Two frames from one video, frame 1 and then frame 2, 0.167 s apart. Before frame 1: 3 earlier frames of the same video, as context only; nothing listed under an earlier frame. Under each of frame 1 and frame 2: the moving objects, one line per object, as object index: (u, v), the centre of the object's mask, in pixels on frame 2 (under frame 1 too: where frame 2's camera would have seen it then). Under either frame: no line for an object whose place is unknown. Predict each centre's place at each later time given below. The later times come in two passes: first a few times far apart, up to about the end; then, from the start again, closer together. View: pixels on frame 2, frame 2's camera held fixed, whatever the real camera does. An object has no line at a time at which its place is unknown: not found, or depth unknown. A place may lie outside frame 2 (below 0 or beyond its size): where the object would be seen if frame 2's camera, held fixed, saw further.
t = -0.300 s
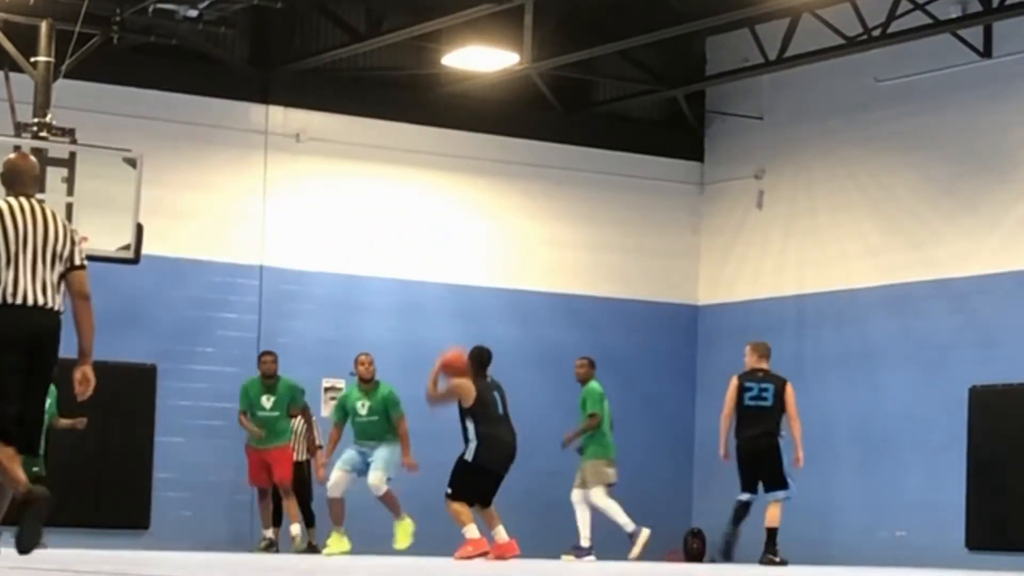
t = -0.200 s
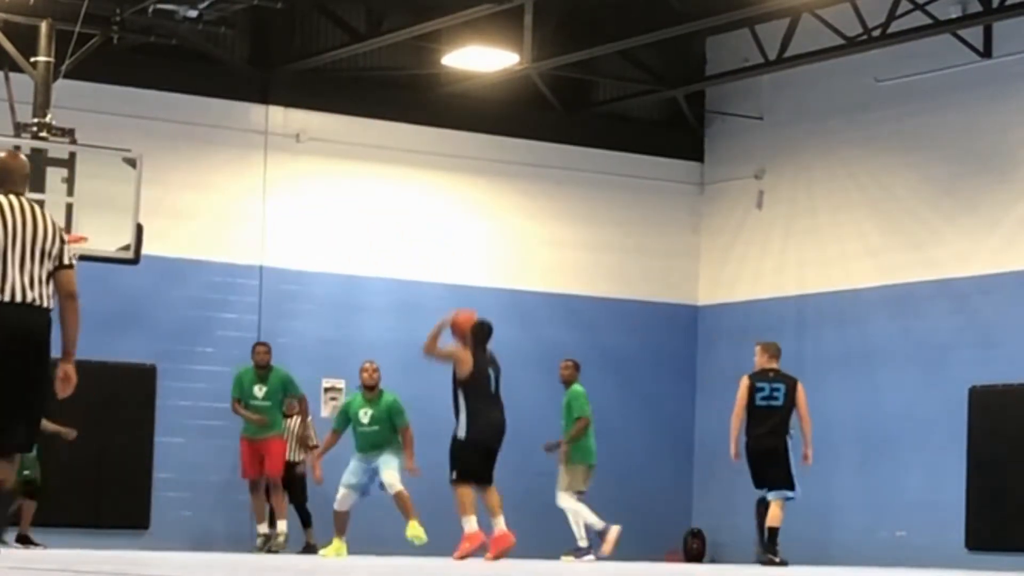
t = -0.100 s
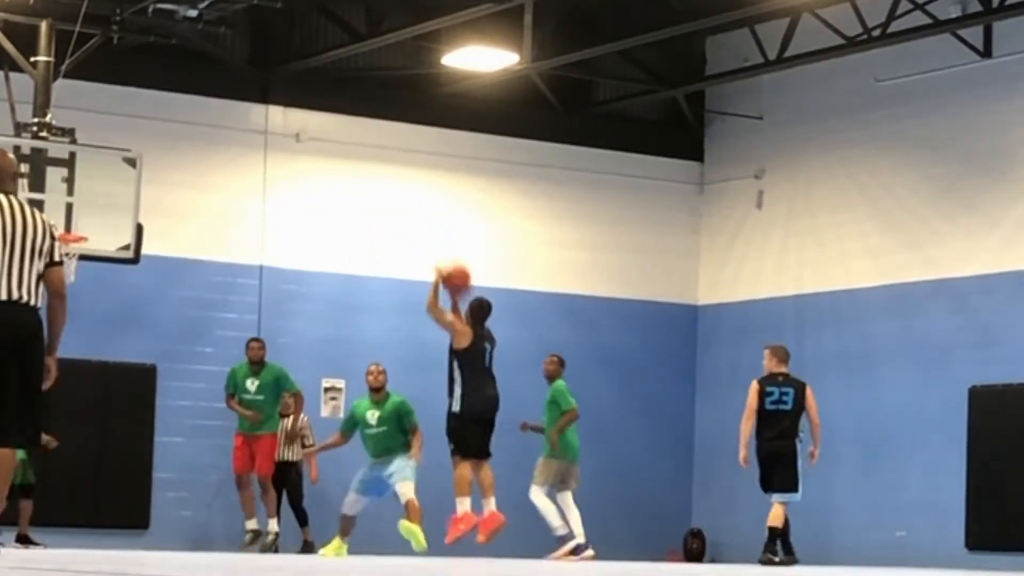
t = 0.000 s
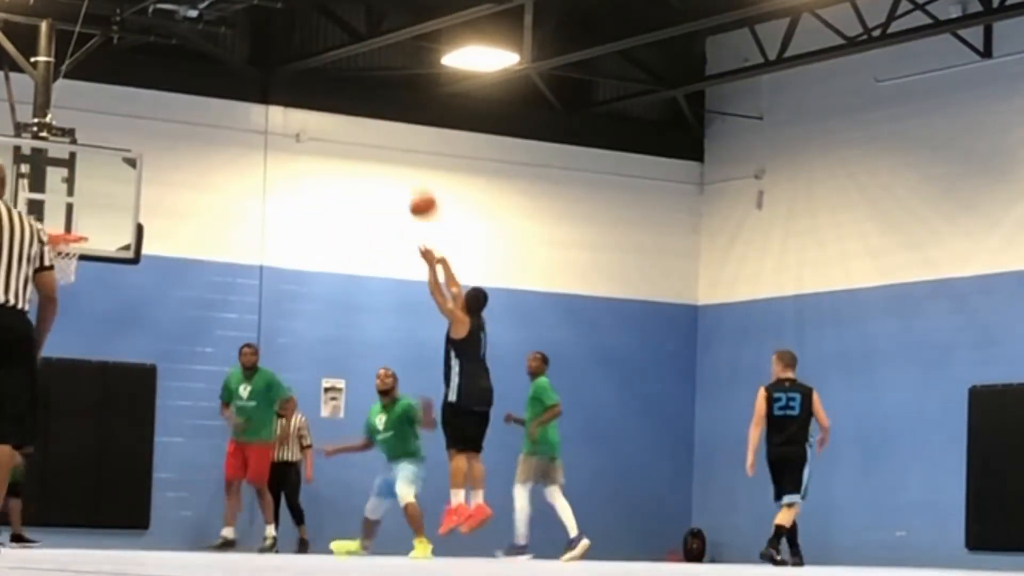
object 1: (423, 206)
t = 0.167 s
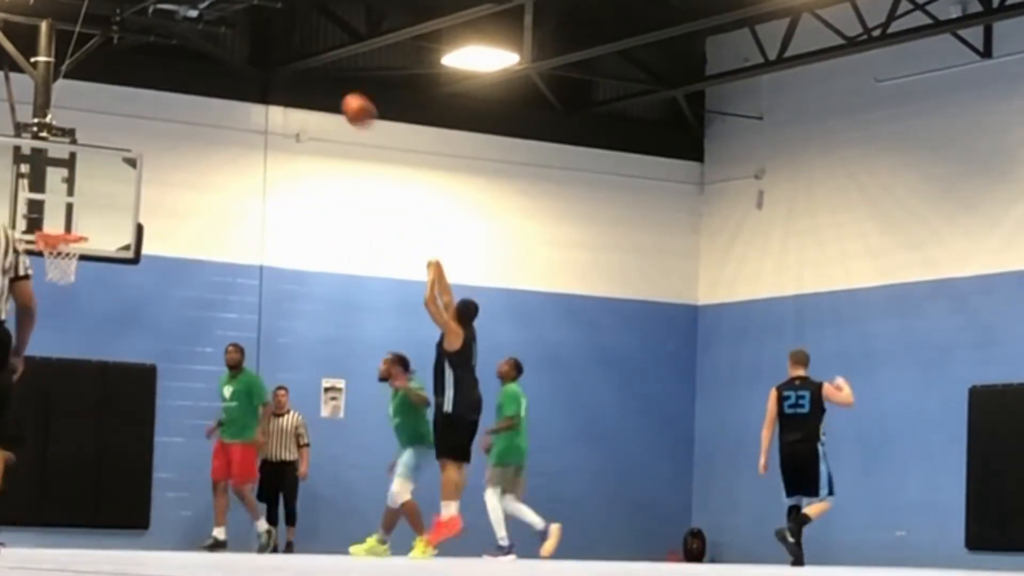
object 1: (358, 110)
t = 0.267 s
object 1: (322, 74)
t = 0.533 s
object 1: (234, 37)
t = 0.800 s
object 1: (154, 77)
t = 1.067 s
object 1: (81, 185)
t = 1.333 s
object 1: (45, 284)
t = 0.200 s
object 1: (346, 97)
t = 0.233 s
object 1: (334, 85)
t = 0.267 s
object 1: (322, 74)
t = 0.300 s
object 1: (310, 64)
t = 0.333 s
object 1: (298, 56)
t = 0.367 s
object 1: (288, 50)
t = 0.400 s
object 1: (277, 45)
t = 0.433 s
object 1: (266, 41)
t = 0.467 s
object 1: (255, 38)
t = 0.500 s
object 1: (244, 37)
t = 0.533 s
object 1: (234, 37)
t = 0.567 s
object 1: (224, 38)
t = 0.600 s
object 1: (213, 40)
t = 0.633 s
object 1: (203, 44)
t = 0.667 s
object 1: (193, 49)
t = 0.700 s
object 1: (183, 54)
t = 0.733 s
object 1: (173, 61)
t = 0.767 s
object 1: (164, 69)
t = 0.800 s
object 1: (154, 77)
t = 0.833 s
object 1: (145, 87)
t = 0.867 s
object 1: (134, 99)
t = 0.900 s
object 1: (126, 111)
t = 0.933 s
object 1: (117, 123)
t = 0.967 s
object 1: (108, 137)
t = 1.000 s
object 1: (99, 152)
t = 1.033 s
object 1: (90, 169)
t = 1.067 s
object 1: (81, 185)
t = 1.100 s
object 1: (73, 203)
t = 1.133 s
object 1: (64, 221)
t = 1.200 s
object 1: (48, 257)
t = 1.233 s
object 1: (47, 262)
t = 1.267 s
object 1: (46, 269)
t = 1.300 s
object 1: (46, 276)
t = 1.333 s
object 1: (45, 284)
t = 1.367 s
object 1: (44, 293)
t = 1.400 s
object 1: (44, 303)
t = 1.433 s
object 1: (43, 315)
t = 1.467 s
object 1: (41, 326)
